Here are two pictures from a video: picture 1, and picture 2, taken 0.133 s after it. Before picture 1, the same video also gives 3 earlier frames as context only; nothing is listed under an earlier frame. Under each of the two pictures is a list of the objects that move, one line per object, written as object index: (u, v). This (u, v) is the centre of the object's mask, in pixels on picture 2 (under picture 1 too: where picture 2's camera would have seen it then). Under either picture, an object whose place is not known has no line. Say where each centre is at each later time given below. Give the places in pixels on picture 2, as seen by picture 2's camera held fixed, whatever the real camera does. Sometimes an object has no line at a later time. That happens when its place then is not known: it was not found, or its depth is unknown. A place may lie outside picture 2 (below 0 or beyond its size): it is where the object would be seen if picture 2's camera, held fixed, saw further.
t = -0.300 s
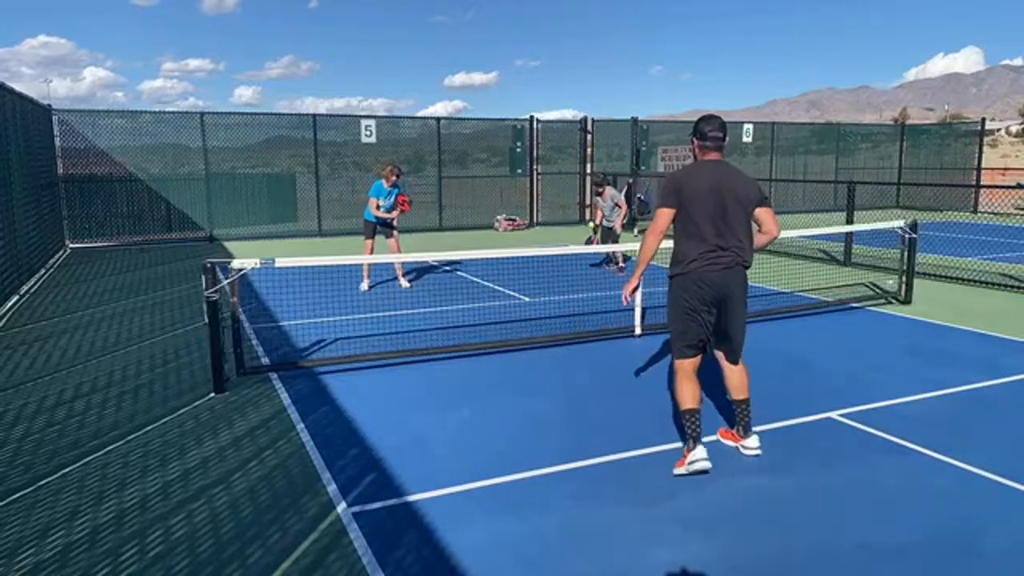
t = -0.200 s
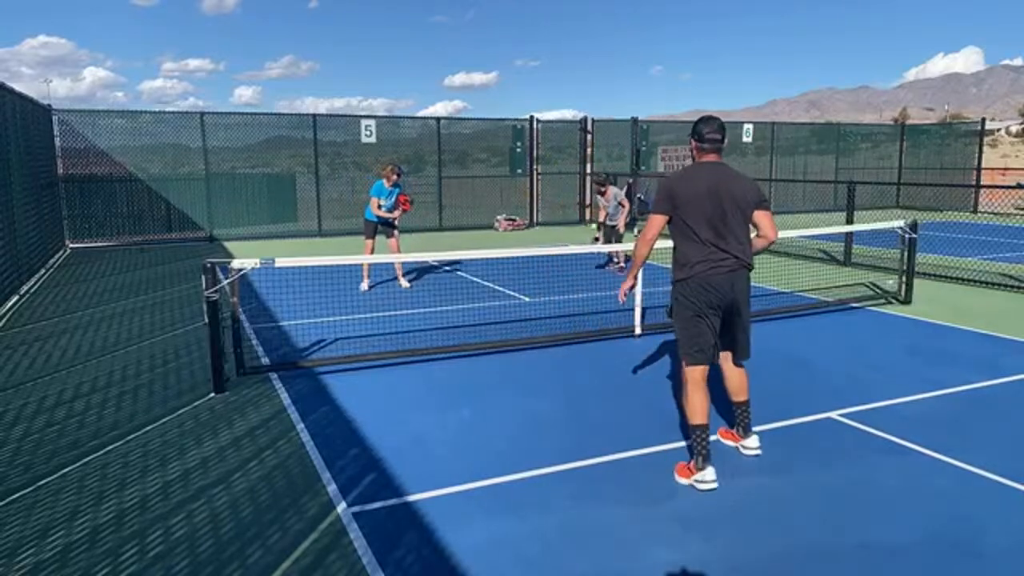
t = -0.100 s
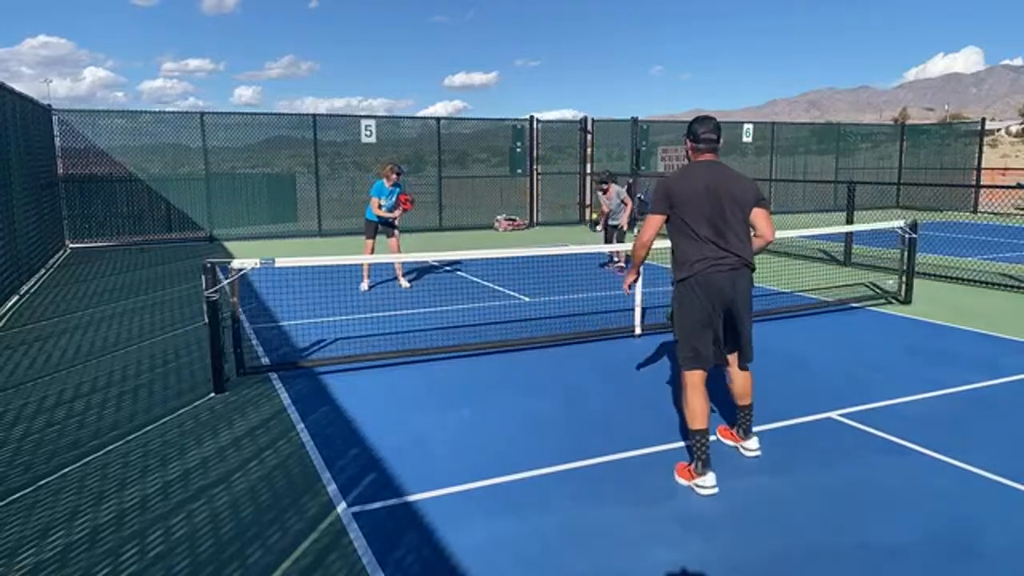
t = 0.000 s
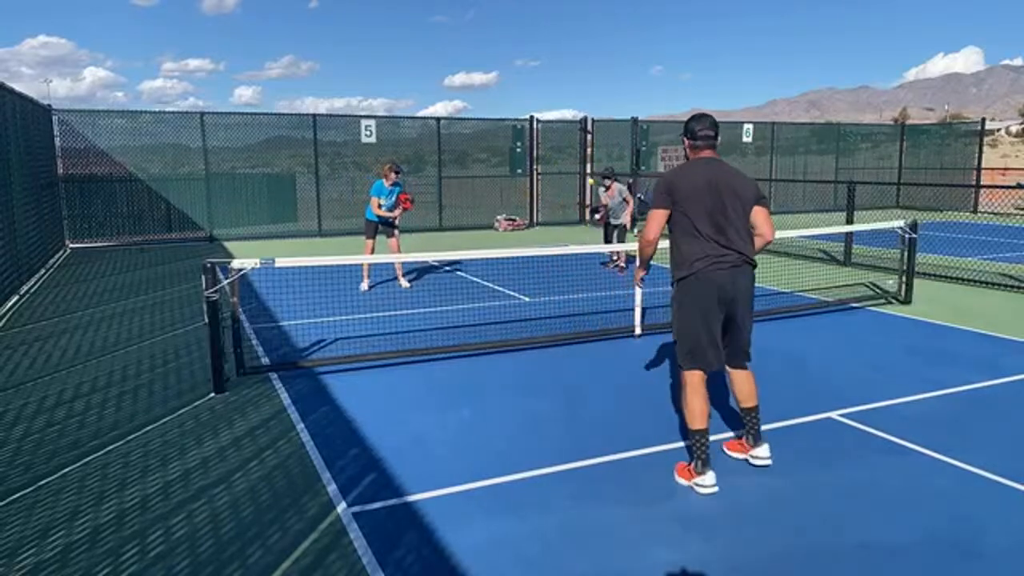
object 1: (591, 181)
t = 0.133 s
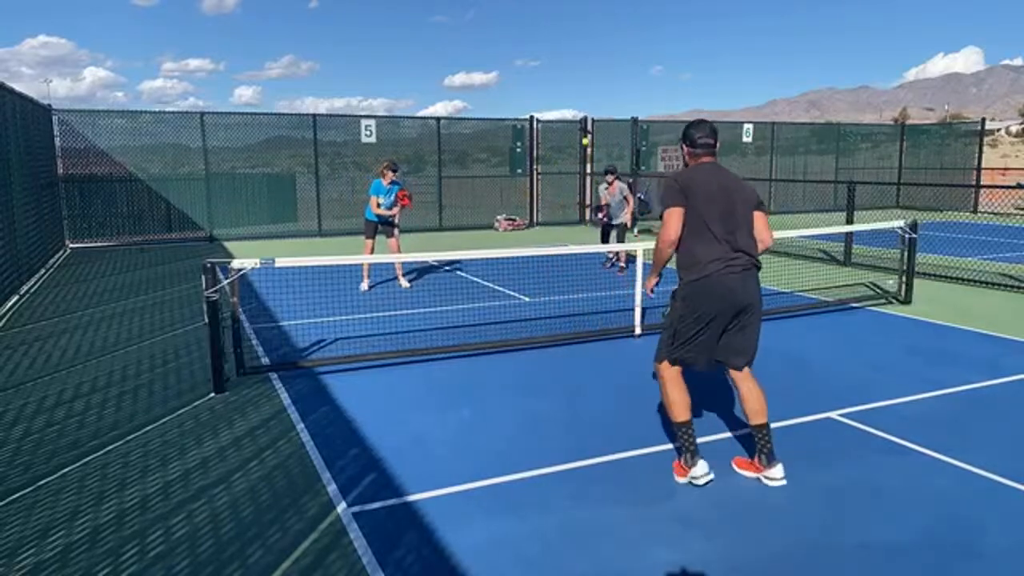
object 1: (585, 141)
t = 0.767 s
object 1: (545, 170)
